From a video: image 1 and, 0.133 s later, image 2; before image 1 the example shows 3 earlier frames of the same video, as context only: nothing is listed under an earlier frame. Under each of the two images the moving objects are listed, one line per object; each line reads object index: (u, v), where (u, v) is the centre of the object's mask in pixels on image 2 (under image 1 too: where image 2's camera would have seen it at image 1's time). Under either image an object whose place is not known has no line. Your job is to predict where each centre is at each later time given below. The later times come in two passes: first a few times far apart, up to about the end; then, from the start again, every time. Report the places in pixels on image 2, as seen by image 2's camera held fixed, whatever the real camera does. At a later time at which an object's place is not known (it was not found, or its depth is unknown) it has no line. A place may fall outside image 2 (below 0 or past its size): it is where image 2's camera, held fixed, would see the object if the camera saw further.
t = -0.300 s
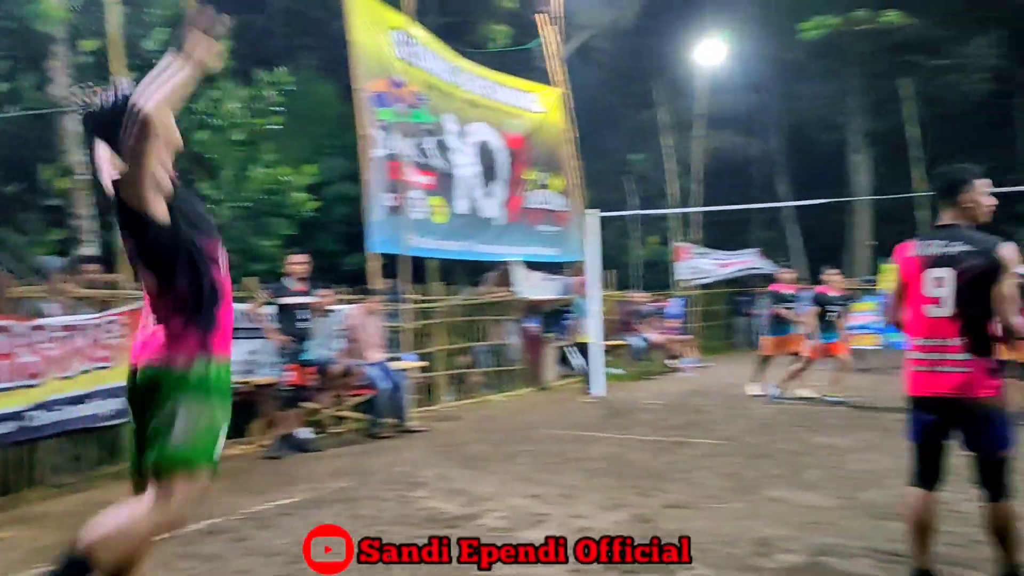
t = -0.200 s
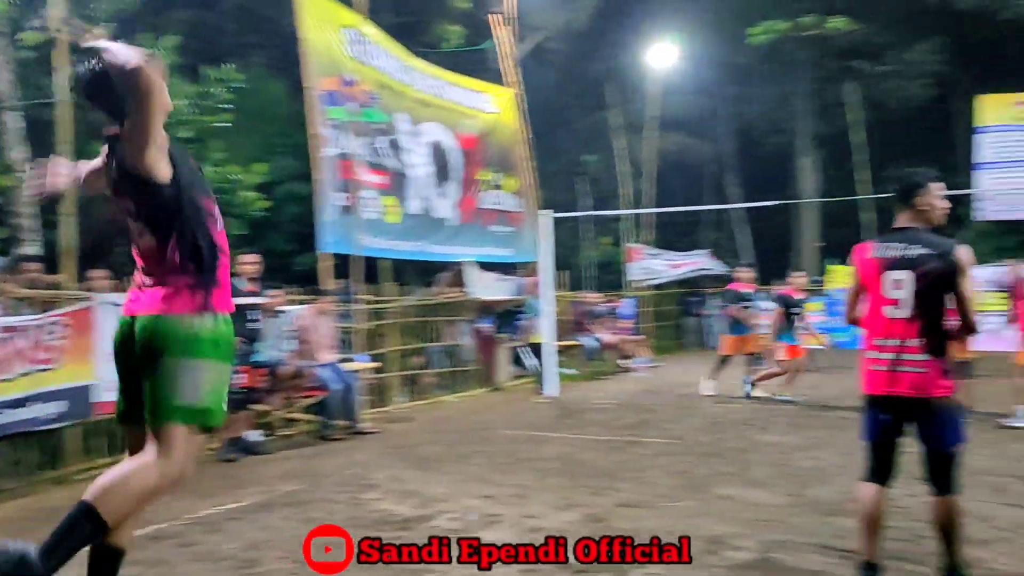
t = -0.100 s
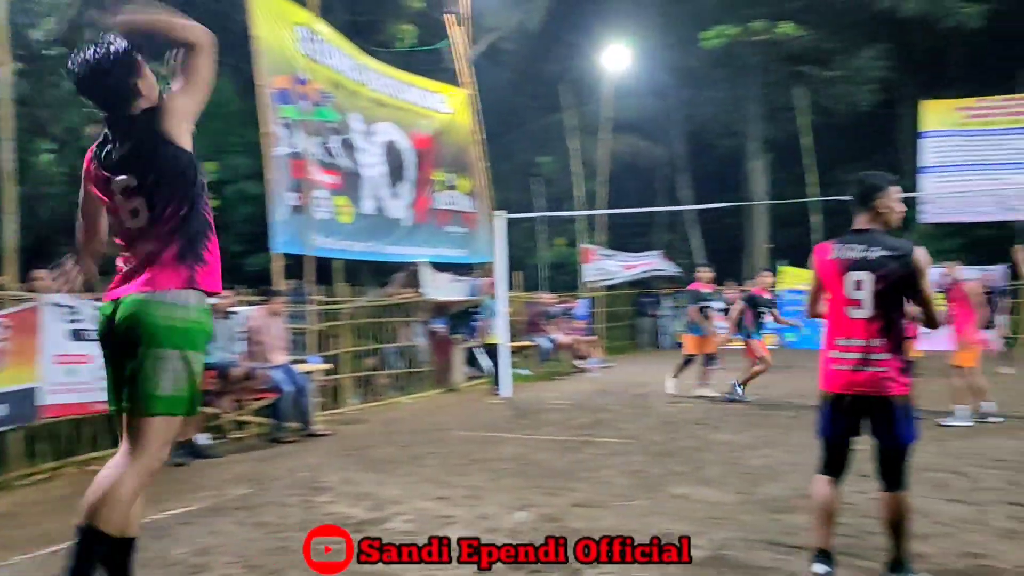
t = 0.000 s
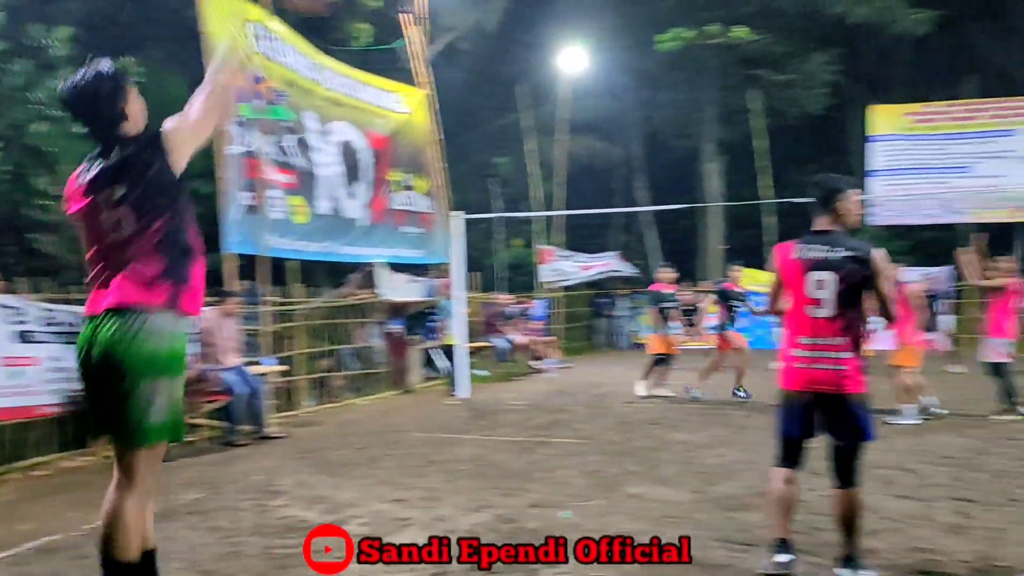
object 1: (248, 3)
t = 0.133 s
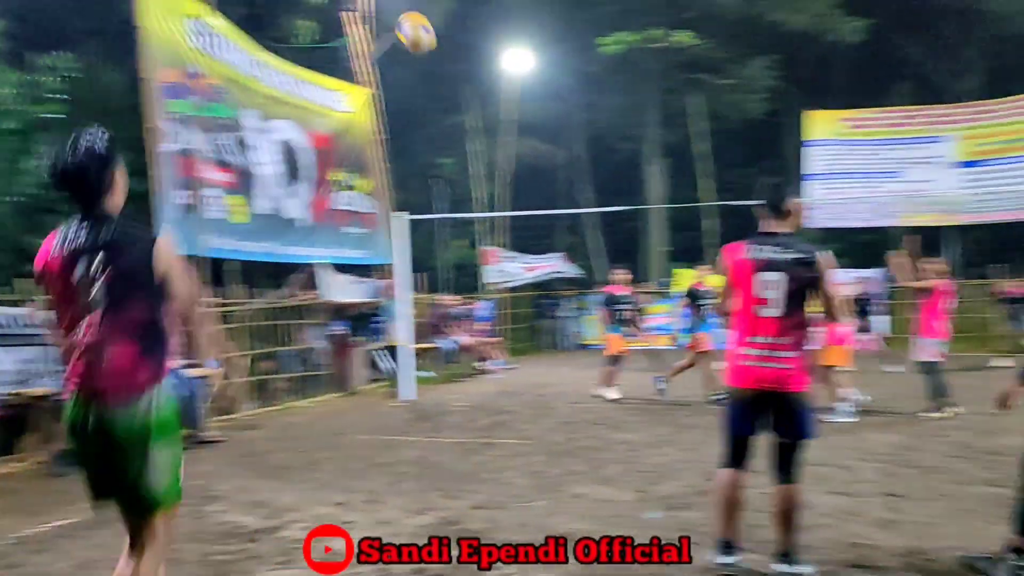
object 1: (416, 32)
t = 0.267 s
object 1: (498, 80)
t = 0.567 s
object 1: (579, 182)
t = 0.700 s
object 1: (599, 223)
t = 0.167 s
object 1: (442, 45)
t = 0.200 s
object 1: (464, 57)
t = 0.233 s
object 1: (483, 68)
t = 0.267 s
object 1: (498, 80)
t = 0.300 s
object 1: (512, 93)
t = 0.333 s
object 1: (524, 104)
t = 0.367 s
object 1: (535, 115)
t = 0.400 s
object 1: (544, 126)
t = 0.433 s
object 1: (552, 138)
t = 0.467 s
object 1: (560, 149)
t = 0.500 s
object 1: (567, 160)
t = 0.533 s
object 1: (573, 172)
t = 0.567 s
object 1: (579, 182)
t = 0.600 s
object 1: (584, 192)
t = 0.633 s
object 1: (589, 201)
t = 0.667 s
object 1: (595, 213)
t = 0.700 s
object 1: (599, 223)
